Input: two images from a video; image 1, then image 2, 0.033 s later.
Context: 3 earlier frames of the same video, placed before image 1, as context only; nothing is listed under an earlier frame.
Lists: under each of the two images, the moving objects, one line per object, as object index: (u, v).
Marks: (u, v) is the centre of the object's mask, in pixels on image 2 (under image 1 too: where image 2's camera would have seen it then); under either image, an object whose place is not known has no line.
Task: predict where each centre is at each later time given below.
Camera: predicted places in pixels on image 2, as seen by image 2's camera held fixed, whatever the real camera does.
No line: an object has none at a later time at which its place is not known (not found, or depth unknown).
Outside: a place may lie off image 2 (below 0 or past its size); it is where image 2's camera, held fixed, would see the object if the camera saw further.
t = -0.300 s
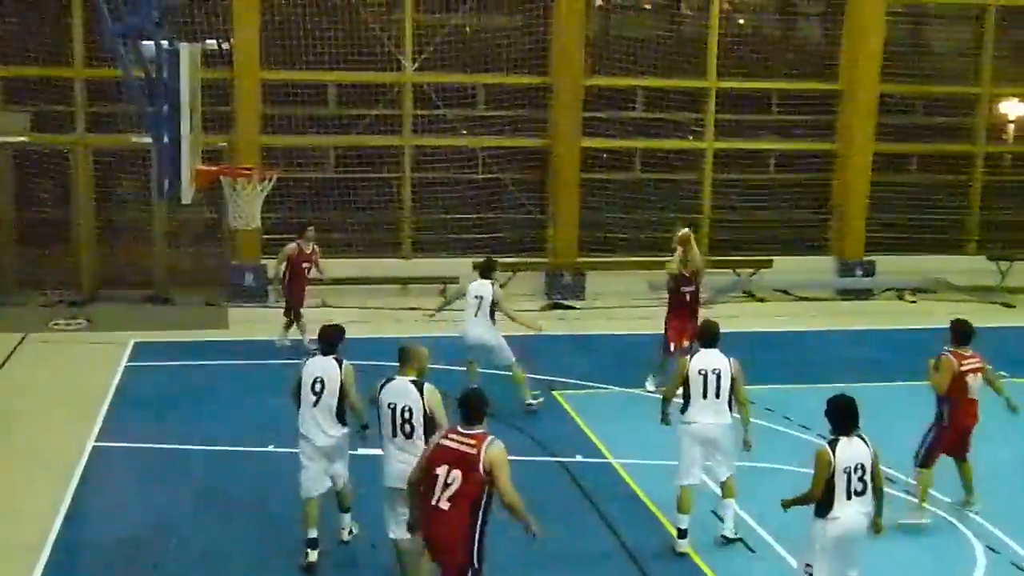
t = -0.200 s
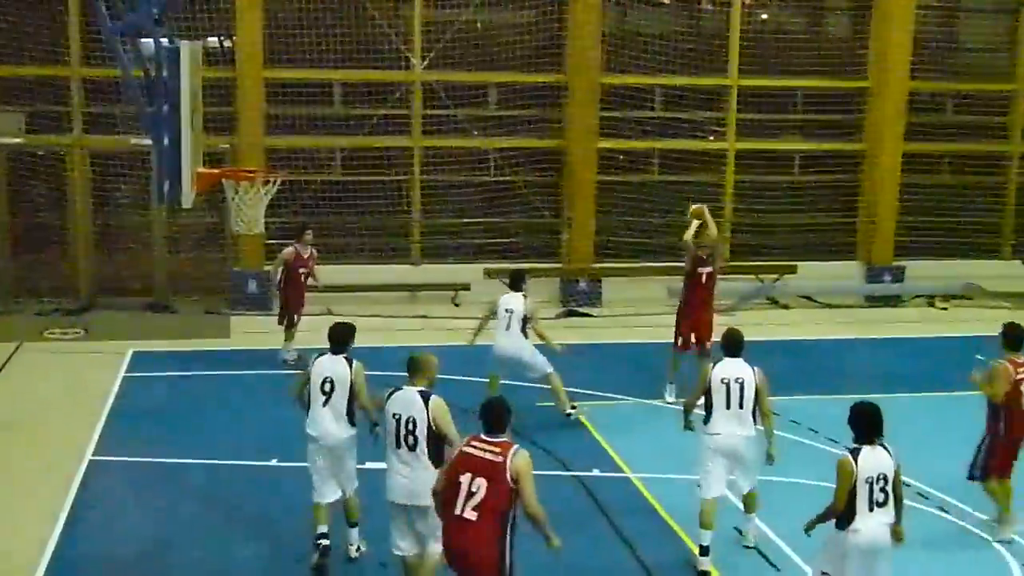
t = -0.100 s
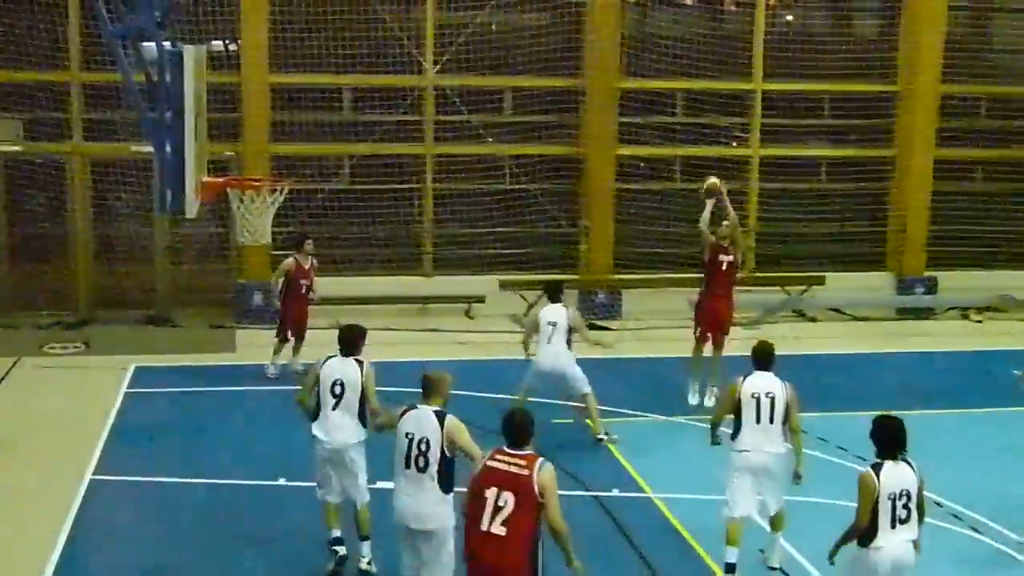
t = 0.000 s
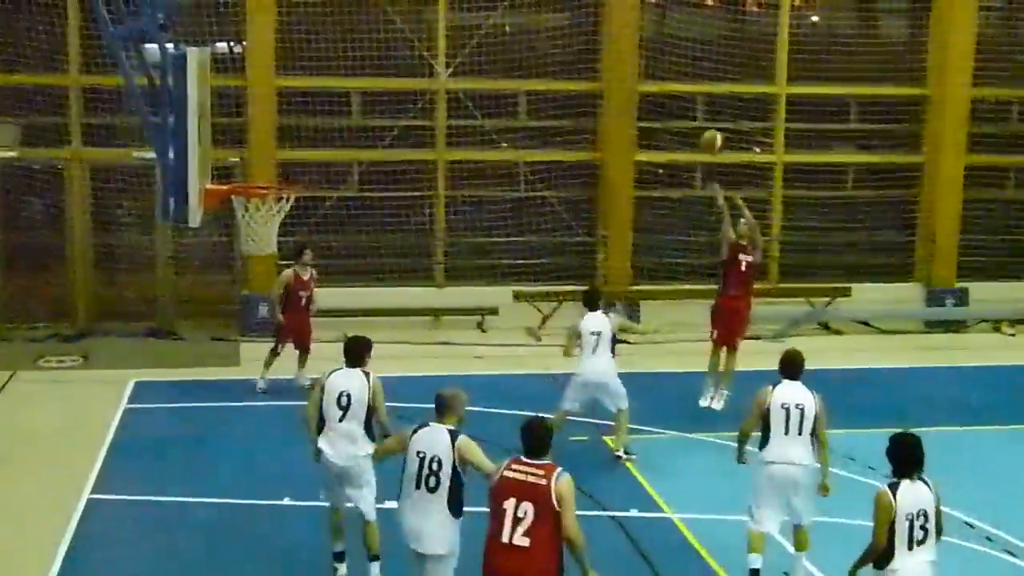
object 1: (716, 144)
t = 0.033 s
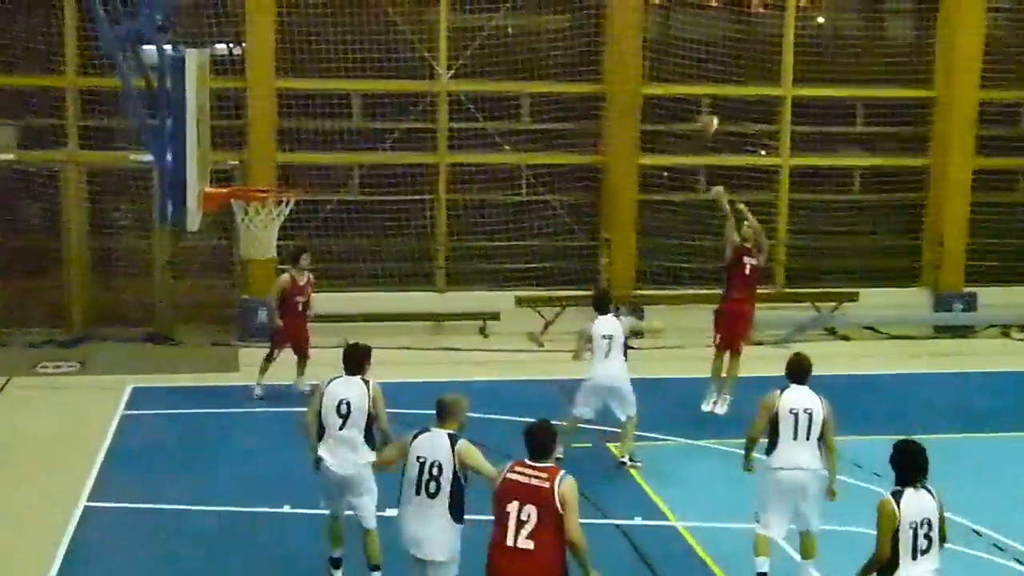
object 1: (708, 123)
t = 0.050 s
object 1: (703, 118)
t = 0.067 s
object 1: (698, 109)
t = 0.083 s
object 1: (695, 102)
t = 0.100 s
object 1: (691, 92)
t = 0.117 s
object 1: (688, 85)
